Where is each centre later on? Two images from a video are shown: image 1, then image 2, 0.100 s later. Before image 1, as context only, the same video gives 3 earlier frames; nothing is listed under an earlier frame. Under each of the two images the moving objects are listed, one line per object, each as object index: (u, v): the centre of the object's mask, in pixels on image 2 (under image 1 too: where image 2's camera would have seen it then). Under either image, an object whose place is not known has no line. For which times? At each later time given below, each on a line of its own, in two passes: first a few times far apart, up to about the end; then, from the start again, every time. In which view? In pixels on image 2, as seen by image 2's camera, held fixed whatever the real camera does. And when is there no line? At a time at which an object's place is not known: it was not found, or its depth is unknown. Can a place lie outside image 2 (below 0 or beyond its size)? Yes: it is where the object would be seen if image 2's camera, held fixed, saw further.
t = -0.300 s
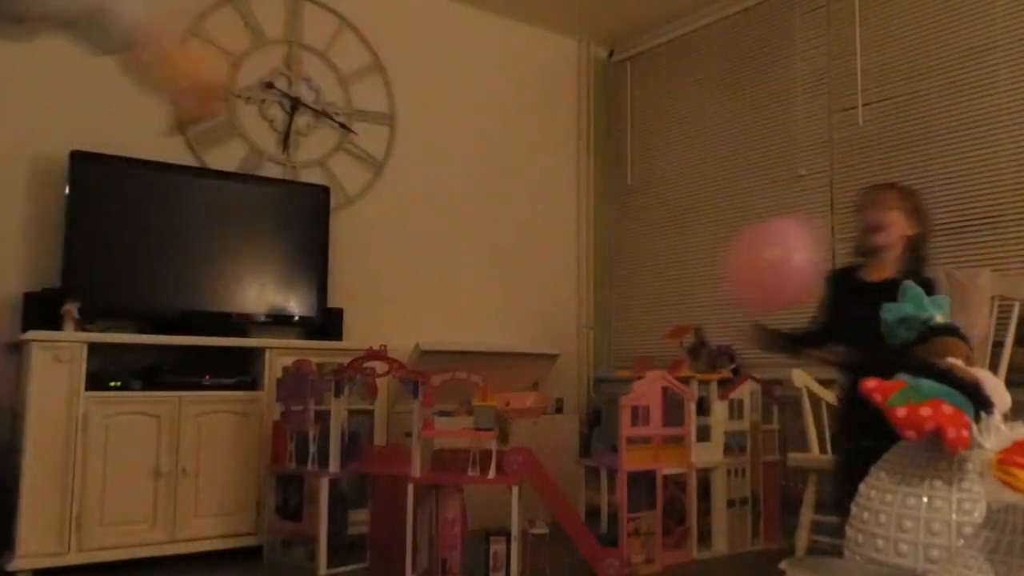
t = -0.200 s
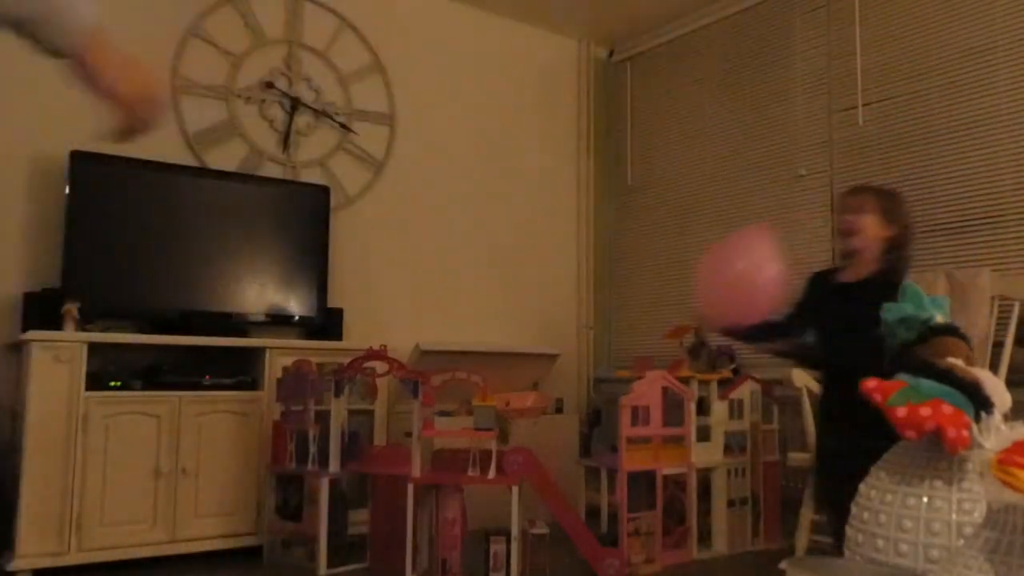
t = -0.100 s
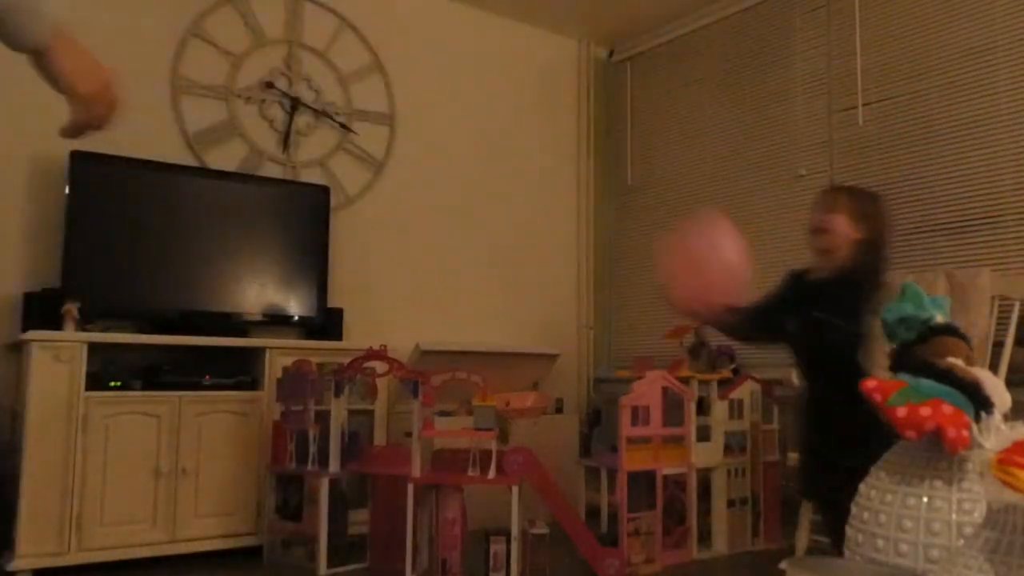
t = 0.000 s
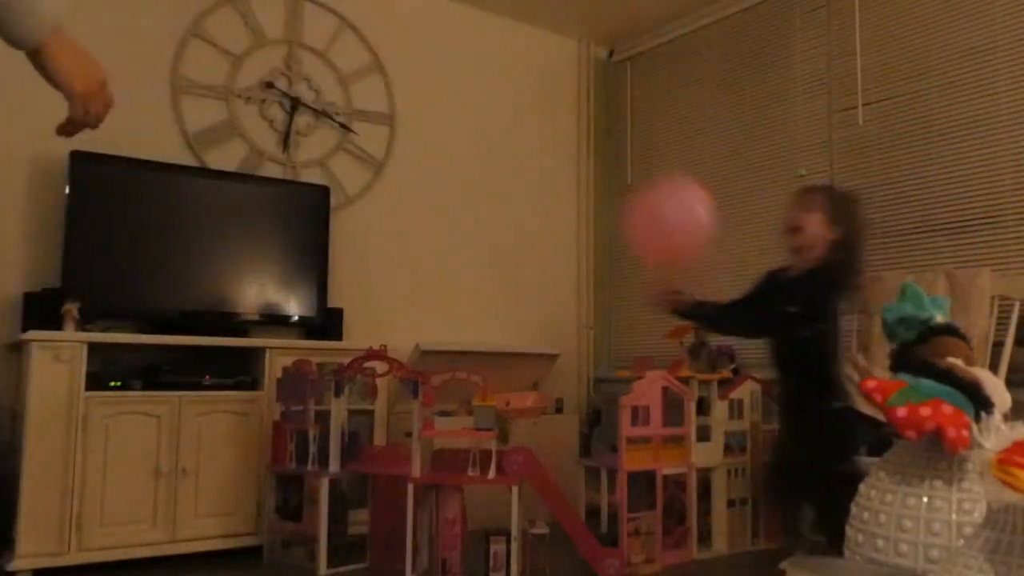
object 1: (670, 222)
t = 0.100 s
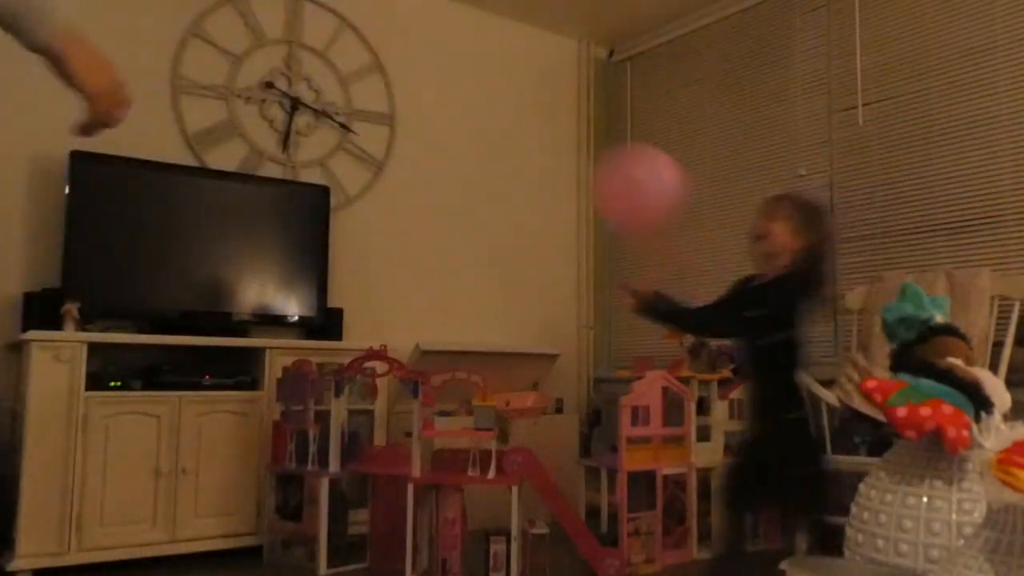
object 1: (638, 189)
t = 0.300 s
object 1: (590, 155)
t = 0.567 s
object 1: (544, 156)
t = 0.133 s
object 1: (631, 180)
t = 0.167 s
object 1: (623, 174)
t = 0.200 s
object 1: (614, 168)
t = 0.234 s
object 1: (605, 163)
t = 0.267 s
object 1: (596, 157)
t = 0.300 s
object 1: (590, 155)
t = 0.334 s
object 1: (582, 151)
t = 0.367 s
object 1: (577, 150)
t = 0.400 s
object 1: (570, 149)
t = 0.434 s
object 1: (564, 149)
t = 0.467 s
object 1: (557, 149)
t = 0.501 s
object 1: (552, 151)
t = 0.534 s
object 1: (548, 154)
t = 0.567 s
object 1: (544, 156)
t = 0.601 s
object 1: (539, 160)
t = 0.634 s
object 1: (534, 166)
